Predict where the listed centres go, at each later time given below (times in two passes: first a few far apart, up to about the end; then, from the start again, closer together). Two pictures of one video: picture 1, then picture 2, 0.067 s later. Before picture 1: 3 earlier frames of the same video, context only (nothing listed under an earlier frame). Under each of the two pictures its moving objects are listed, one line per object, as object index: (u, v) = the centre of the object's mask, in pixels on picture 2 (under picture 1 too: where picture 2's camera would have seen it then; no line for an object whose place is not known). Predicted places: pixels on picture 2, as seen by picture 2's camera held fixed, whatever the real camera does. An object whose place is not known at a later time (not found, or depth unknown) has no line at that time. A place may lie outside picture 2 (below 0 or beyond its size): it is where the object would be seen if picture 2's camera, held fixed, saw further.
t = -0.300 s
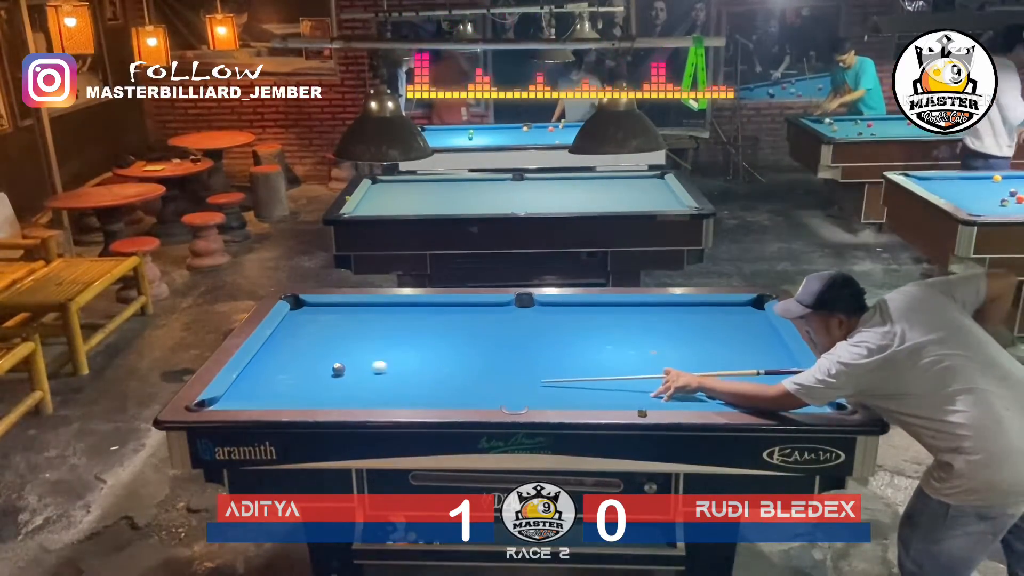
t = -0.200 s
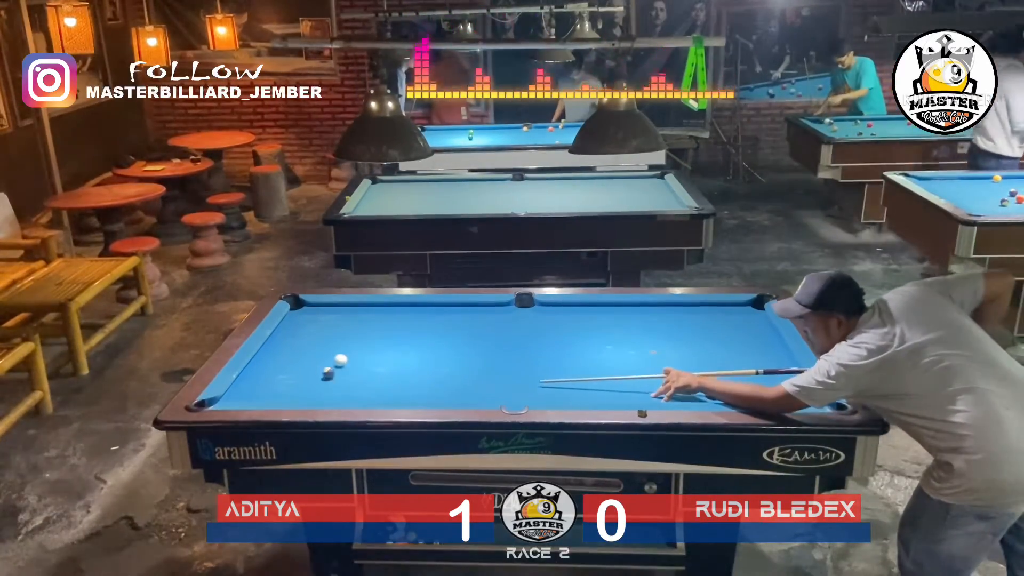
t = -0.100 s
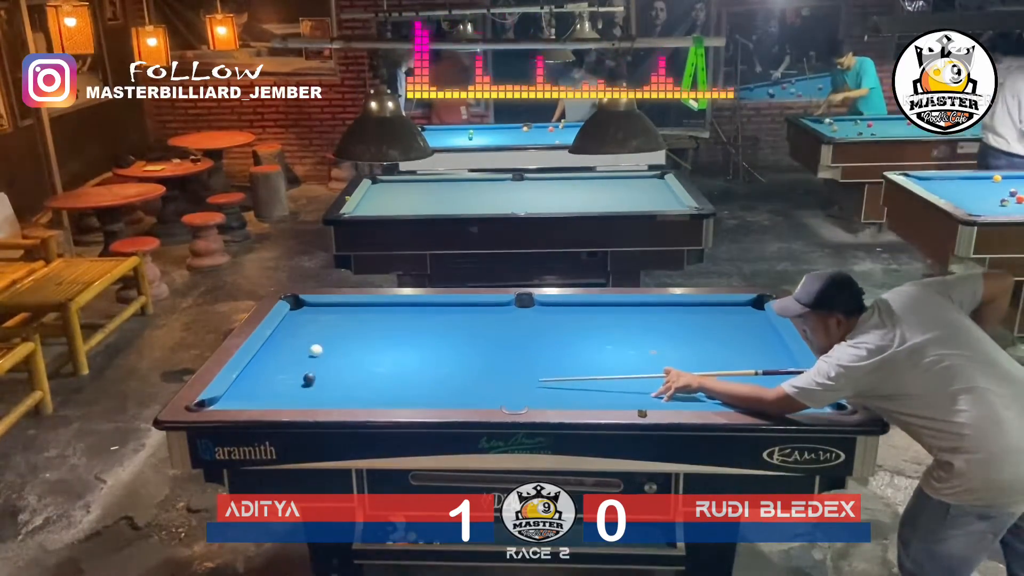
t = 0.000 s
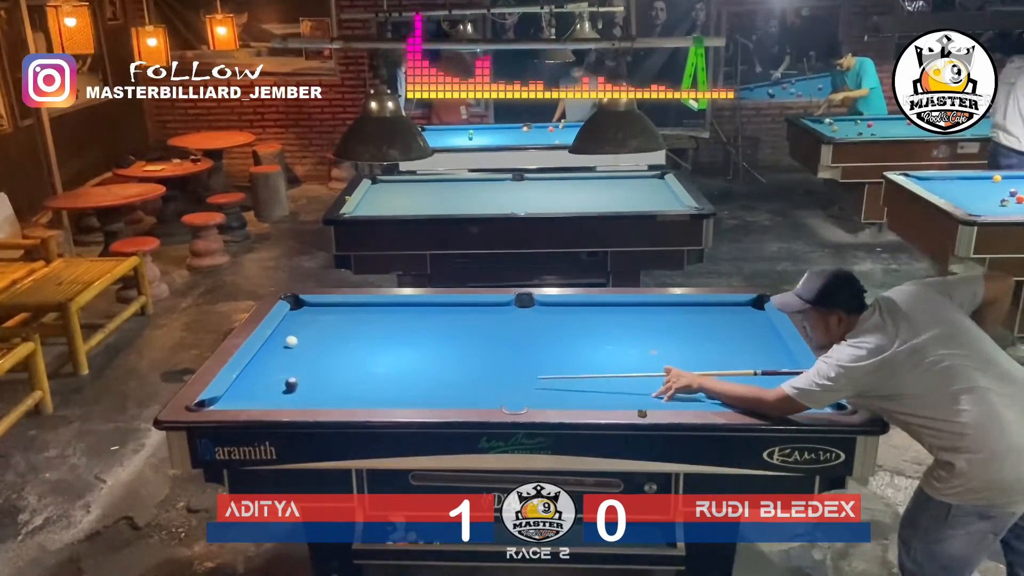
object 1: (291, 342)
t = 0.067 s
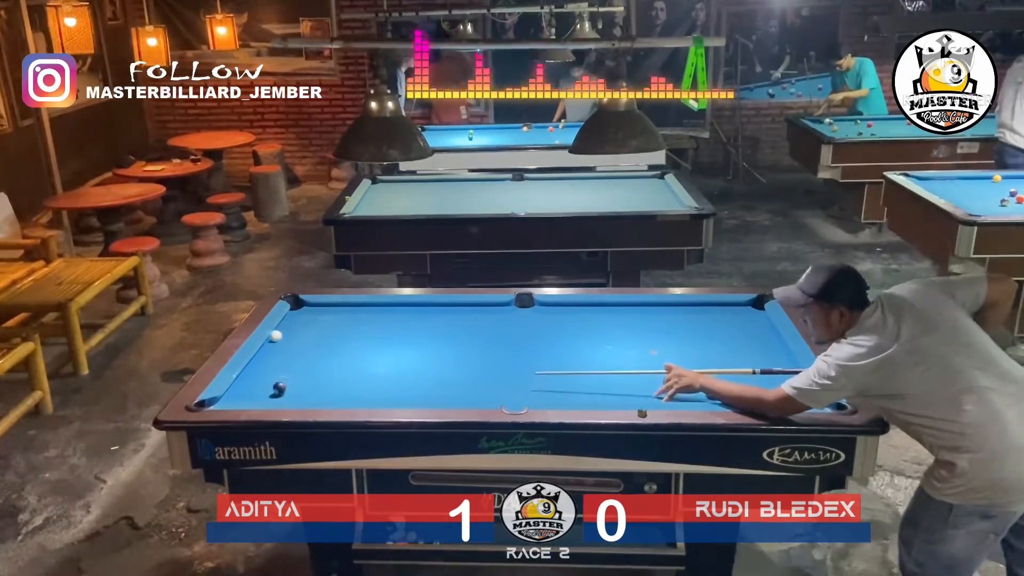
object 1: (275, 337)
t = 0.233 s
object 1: (311, 327)
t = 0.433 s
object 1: (351, 317)
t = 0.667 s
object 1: (392, 306)
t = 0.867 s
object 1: (416, 310)
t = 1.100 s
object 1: (442, 316)
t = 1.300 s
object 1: (463, 321)
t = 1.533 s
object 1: (487, 326)
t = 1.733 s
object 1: (507, 331)
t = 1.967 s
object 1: (530, 336)
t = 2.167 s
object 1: (548, 340)
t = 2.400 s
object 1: (569, 345)
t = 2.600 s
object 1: (586, 348)
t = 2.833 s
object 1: (604, 352)
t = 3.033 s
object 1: (618, 354)
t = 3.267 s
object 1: (633, 357)
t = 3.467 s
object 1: (645, 359)
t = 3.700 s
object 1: (657, 362)
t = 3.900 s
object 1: (665, 364)
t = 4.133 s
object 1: (674, 365)
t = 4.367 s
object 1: (680, 367)
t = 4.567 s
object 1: (683, 367)
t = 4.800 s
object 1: (686, 368)
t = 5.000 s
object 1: (686, 368)
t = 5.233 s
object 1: (686, 368)
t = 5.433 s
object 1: (686, 368)
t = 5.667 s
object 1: (690, 368)
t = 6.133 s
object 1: (683, 368)
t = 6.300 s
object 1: (686, 368)
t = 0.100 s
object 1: (281, 335)
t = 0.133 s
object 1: (289, 333)
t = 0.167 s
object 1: (297, 331)
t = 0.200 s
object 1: (304, 329)
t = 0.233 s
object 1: (311, 327)
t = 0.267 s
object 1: (318, 325)
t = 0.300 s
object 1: (324, 324)
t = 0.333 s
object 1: (331, 322)
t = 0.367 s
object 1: (338, 320)
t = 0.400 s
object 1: (344, 318)
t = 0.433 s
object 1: (351, 317)
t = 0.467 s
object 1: (357, 315)
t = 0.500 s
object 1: (363, 314)
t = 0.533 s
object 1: (369, 312)
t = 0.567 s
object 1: (375, 311)
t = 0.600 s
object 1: (381, 309)
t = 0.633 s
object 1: (387, 308)
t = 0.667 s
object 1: (392, 306)
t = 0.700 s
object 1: (398, 305)
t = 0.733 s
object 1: (401, 306)
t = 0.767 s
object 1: (405, 307)
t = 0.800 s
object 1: (409, 308)
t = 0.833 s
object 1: (412, 309)
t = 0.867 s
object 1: (416, 310)
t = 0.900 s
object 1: (420, 311)
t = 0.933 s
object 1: (423, 311)
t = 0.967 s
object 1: (427, 312)
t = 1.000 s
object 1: (431, 313)
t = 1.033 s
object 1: (434, 314)
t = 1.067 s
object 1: (438, 315)
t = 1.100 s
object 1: (442, 316)
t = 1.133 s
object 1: (445, 317)
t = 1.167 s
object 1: (448, 318)
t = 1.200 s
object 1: (452, 318)
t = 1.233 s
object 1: (456, 319)
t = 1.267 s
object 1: (459, 320)
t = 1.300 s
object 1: (463, 321)
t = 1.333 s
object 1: (466, 322)
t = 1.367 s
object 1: (470, 322)
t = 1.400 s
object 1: (473, 323)
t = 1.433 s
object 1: (477, 324)
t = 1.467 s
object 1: (480, 325)
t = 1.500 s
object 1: (484, 326)
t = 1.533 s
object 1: (487, 326)
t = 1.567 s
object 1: (490, 327)
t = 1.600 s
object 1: (494, 328)
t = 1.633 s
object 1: (497, 329)
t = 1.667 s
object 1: (501, 329)
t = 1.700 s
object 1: (504, 330)
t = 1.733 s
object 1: (507, 331)
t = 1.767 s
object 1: (511, 332)
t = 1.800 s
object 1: (514, 332)
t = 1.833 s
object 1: (517, 333)
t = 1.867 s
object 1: (520, 334)
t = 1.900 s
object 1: (524, 335)
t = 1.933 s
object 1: (527, 335)
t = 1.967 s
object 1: (530, 336)
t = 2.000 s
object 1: (533, 337)
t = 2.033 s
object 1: (536, 337)
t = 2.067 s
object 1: (539, 338)
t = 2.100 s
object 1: (542, 339)
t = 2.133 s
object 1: (545, 339)
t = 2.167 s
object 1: (548, 340)
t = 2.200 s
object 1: (551, 341)
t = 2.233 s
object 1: (554, 341)
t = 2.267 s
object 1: (557, 342)
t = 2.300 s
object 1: (560, 343)
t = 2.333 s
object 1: (563, 343)
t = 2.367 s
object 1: (566, 344)
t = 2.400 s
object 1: (569, 345)
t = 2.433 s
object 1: (572, 345)
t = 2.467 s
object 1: (574, 346)
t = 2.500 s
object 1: (577, 346)
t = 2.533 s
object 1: (580, 347)
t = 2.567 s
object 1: (583, 347)
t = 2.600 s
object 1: (586, 348)
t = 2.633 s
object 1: (588, 348)
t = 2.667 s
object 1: (591, 349)
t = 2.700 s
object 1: (593, 350)
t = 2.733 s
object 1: (596, 350)
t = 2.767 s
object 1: (598, 350)
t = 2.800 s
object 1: (601, 351)
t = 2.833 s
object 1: (604, 352)
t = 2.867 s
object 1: (606, 352)
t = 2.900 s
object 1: (608, 352)
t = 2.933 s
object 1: (611, 353)
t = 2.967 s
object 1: (613, 353)
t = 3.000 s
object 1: (615, 354)
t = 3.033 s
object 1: (618, 354)
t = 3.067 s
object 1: (620, 355)
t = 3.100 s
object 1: (622, 355)
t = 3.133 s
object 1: (624, 356)
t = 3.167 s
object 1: (627, 356)
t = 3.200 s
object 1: (629, 357)
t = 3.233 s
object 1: (631, 357)
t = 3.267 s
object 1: (633, 357)
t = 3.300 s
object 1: (635, 358)
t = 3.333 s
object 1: (637, 358)
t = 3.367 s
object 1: (639, 358)
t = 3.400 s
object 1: (641, 359)
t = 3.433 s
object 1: (643, 359)
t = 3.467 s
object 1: (645, 359)
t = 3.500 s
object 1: (646, 360)
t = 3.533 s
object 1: (648, 360)
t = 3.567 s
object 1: (650, 360)
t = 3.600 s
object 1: (652, 361)
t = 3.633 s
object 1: (653, 361)
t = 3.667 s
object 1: (655, 361)
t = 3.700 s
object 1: (657, 362)
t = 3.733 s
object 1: (658, 362)
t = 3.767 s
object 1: (660, 362)
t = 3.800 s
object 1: (661, 363)
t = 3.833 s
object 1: (663, 363)
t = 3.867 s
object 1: (664, 363)
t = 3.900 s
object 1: (665, 364)
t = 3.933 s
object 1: (666, 364)
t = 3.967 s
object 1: (668, 364)
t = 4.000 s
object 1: (669, 364)
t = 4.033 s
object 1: (670, 365)
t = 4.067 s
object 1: (671, 365)
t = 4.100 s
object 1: (672, 365)
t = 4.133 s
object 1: (674, 365)
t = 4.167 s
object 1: (674, 366)
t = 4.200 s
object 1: (675, 366)
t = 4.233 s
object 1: (676, 366)
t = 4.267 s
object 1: (677, 366)
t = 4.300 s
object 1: (678, 366)
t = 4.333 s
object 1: (679, 367)
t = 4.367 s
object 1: (680, 367)
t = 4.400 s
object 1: (681, 367)
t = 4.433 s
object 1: (681, 367)
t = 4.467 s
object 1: (682, 367)
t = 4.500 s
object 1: (682, 367)
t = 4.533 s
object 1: (683, 367)
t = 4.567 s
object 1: (683, 367)
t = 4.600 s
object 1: (684, 367)
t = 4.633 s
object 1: (684, 368)
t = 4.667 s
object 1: (684, 368)
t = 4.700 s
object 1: (685, 368)
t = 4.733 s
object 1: (685, 368)
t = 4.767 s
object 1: (686, 368)
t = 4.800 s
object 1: (686, 368)
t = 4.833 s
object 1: (686, 368)
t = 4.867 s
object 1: (686, 368)
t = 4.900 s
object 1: (686, 368)
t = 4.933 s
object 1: (686, 368)
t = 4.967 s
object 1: (686, 368)
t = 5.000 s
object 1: (686, 368)
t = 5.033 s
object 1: (686, 368)
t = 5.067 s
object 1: (686, 368)
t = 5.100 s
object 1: (686, 368)
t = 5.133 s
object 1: (686, 368)
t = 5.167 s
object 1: (686, 368)
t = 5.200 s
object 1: (686, 368)
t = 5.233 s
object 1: (686, 368)
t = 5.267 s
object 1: (686, 368)
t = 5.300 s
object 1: (686, 368)
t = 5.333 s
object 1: (686, 368)
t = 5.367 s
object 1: (686, 368)
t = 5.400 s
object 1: (686, 368)
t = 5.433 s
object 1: (686, 368)
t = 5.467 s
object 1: (686, 368)
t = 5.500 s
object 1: (686, 368)
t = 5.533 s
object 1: (686, 368)
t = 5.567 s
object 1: (686, 368)
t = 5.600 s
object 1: (686, 368)
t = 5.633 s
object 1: (686, 368)
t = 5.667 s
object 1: (690, 368)
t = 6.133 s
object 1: (683, 368)
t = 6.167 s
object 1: (688, 368)
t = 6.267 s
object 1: (685, 367)
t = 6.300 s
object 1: (686, 368)
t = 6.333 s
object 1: (686, 368)
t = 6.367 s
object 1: (686, 368)
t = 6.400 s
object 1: (686, 368)
